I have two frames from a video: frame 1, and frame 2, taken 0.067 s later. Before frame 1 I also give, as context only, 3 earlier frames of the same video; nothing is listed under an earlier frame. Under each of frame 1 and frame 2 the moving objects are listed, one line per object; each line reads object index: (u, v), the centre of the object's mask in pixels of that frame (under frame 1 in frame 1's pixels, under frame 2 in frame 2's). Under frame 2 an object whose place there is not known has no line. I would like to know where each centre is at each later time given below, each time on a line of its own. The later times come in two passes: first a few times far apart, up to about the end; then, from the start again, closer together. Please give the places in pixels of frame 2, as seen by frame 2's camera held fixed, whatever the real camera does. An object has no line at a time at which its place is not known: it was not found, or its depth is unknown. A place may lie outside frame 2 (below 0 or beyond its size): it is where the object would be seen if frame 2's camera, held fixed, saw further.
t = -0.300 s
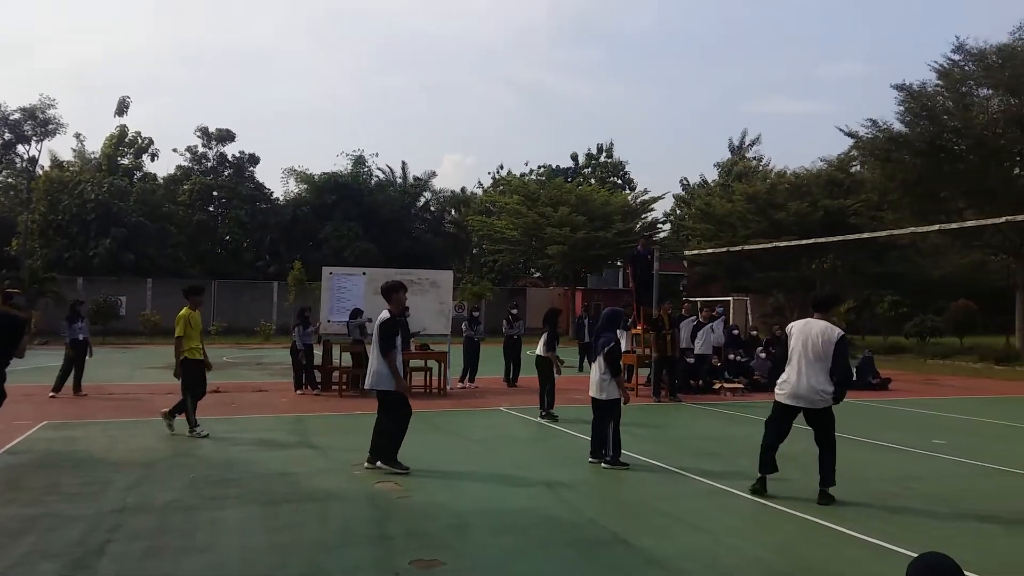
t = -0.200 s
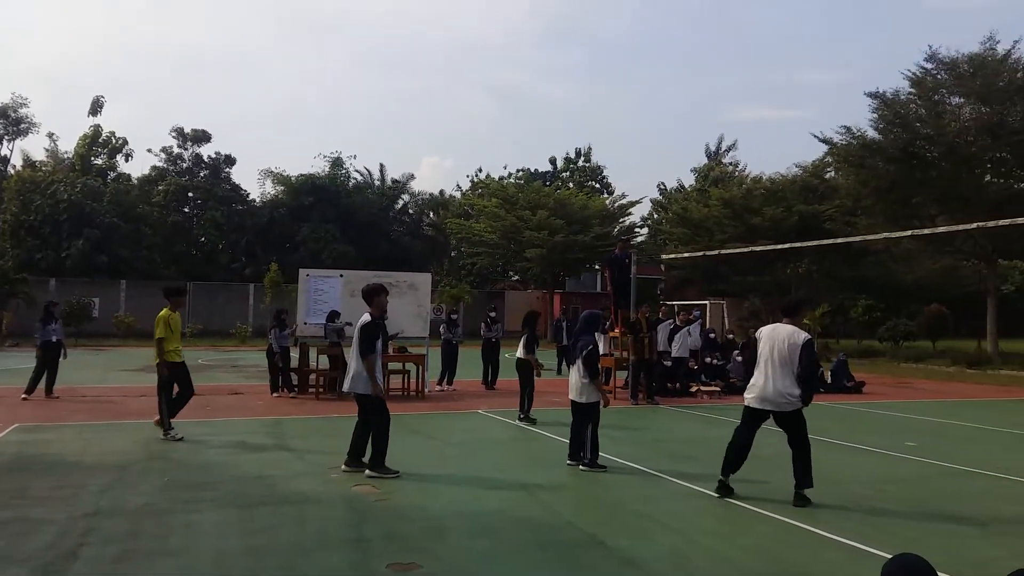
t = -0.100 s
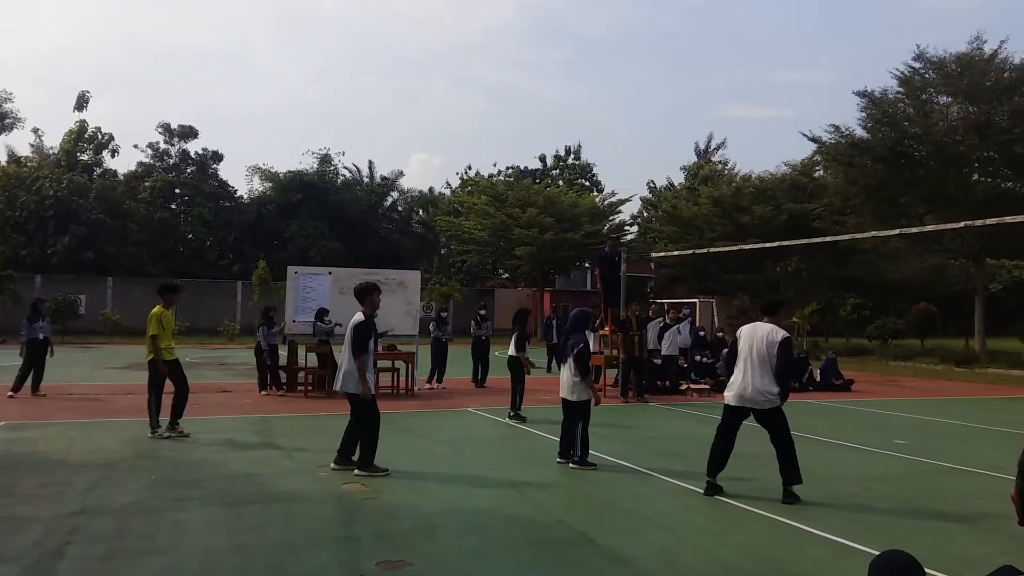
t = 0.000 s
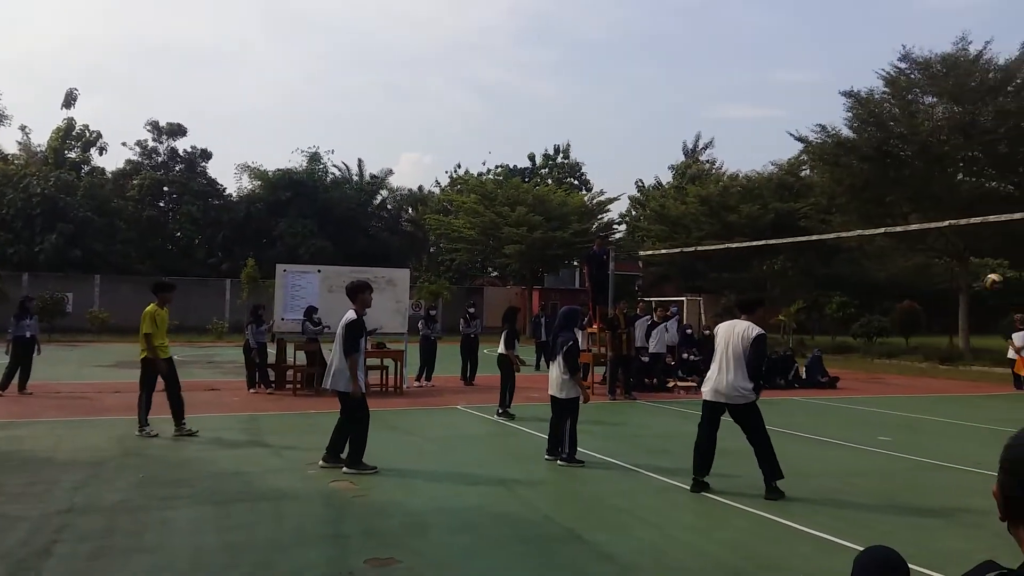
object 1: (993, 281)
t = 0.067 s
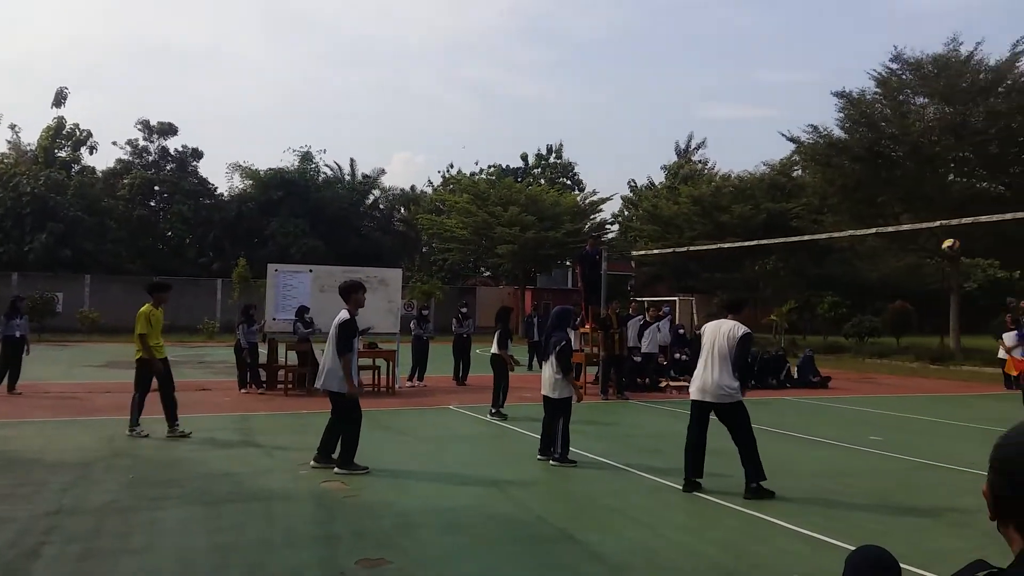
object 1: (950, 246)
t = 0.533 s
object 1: (726, 108)
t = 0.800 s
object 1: (609, 108)
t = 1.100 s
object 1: (484, 171)
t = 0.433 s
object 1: (773, 123)
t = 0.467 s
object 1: (757, 118)
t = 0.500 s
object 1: (742, 112)
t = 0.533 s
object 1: (726, 108)
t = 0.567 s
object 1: (711, 105)
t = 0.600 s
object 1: (696, 103)
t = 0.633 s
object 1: (681, 102)
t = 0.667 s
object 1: (666, 101)
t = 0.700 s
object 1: (652, 101)
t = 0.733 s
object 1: (637, 103)
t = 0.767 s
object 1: (623, 105)
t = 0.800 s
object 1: (609, 108)
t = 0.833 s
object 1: (595, 112)
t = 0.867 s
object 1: (581, 116)
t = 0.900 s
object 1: (567, 122)
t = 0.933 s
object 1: (553, 127)
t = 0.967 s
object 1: (539, 135)
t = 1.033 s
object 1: (512, 151)
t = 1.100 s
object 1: (484, 171)
